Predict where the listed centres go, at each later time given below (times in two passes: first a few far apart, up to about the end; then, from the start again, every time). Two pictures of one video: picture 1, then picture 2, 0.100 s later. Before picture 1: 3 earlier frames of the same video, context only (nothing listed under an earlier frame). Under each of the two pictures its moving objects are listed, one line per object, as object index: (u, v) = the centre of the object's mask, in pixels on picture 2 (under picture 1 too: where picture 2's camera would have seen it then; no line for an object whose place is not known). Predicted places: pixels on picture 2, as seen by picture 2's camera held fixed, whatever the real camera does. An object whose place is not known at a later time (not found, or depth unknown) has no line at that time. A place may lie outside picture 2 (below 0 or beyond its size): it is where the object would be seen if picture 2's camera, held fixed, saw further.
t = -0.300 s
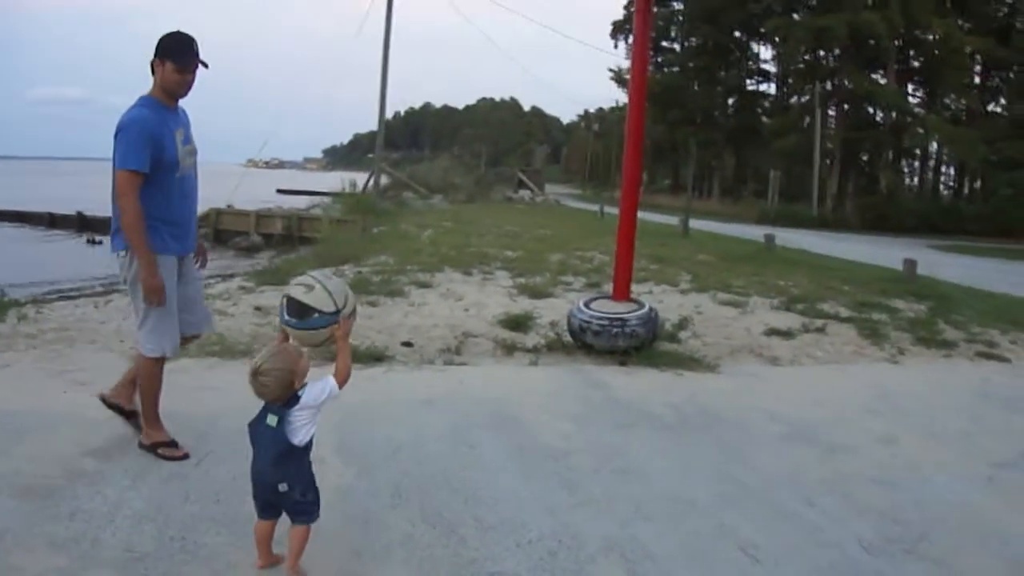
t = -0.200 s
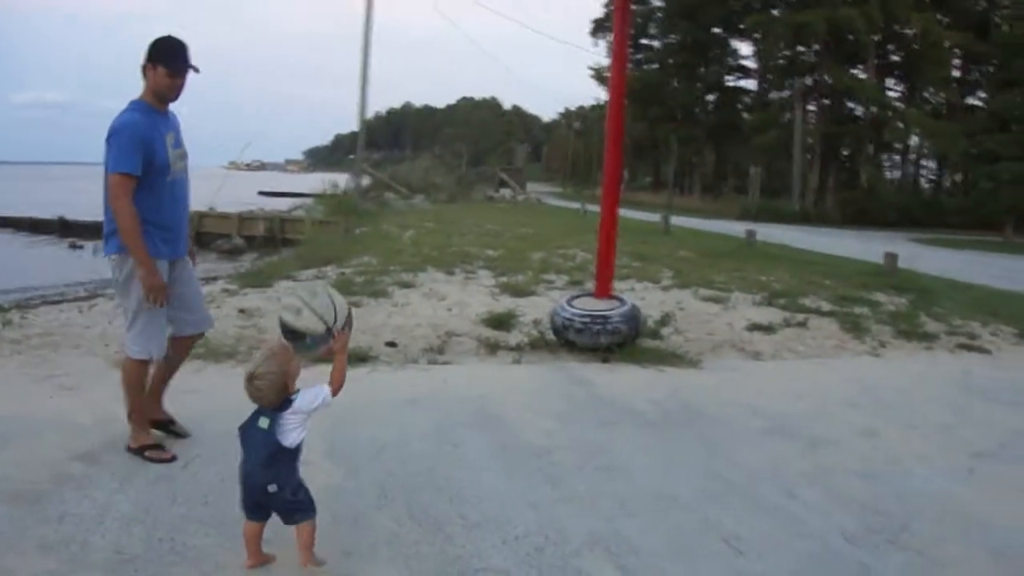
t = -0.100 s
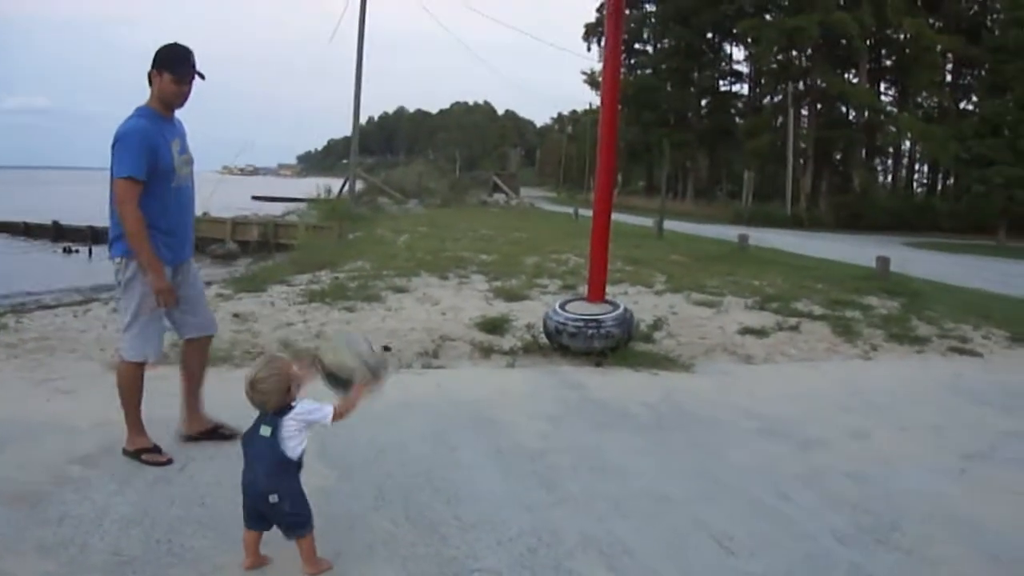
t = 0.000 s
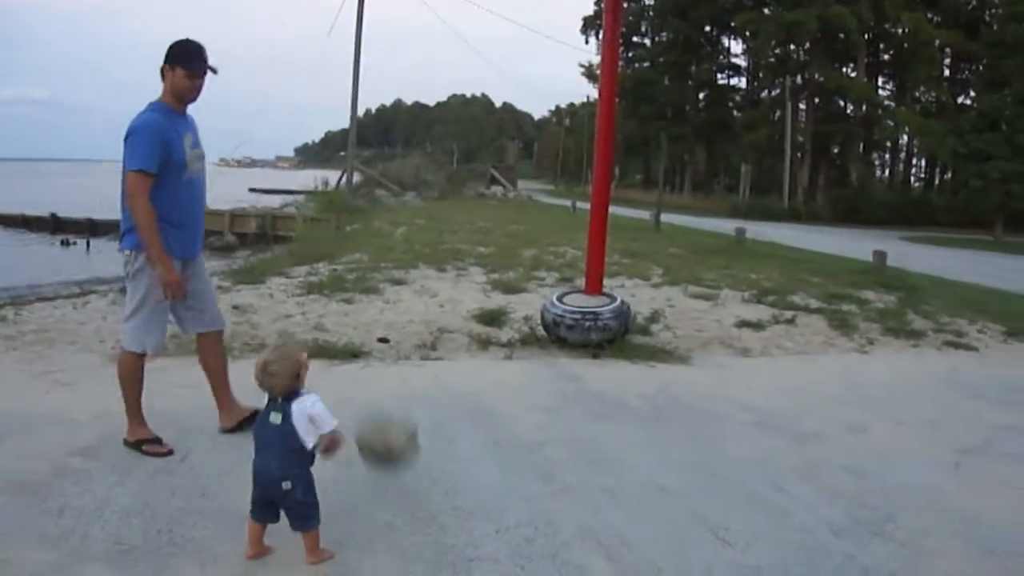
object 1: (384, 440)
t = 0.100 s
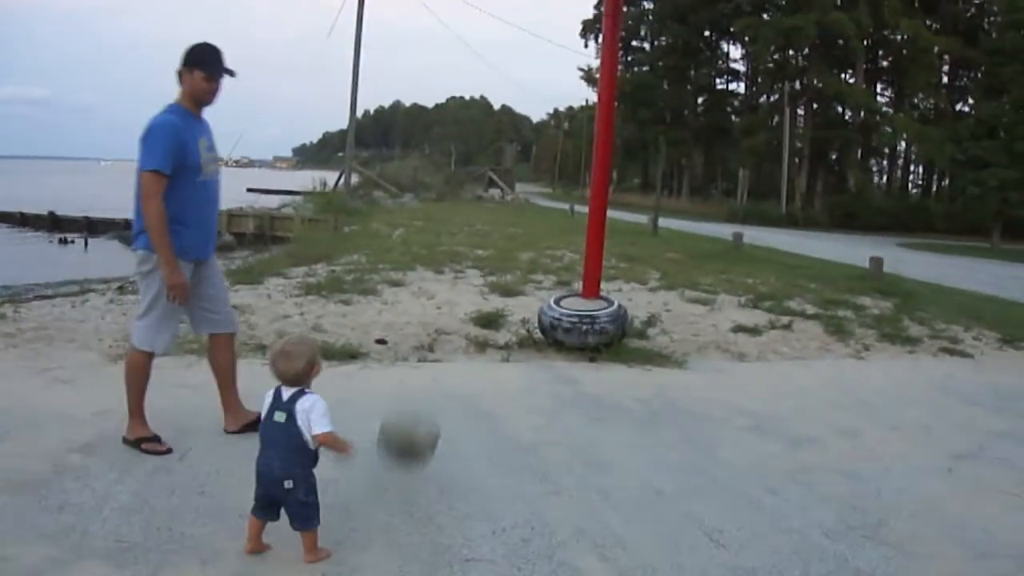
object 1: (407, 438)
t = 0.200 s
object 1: (426, 362)
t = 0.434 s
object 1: (463, 294)
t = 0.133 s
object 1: (414, 408)
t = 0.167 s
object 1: (419, 386)
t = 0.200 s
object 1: (426, 362)
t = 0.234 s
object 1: (429, 345)
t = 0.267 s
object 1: (433, 331)
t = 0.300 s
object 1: (440, 317)
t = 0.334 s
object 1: (446, 307)
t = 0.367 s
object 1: (452, 300)
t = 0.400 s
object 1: (458, 295)
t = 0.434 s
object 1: (463, 294)
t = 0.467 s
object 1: (469, 298)
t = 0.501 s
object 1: (472, 304)
